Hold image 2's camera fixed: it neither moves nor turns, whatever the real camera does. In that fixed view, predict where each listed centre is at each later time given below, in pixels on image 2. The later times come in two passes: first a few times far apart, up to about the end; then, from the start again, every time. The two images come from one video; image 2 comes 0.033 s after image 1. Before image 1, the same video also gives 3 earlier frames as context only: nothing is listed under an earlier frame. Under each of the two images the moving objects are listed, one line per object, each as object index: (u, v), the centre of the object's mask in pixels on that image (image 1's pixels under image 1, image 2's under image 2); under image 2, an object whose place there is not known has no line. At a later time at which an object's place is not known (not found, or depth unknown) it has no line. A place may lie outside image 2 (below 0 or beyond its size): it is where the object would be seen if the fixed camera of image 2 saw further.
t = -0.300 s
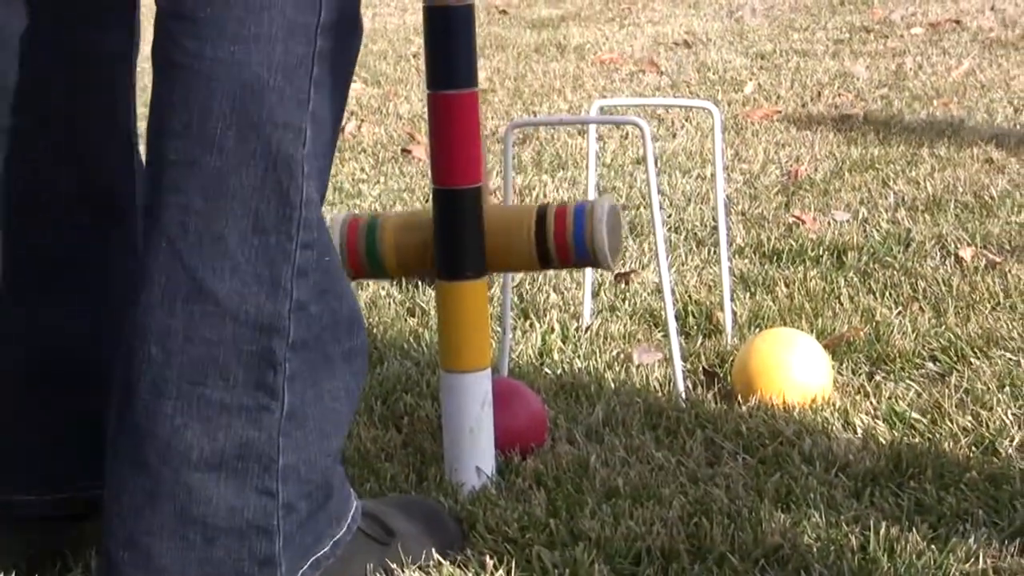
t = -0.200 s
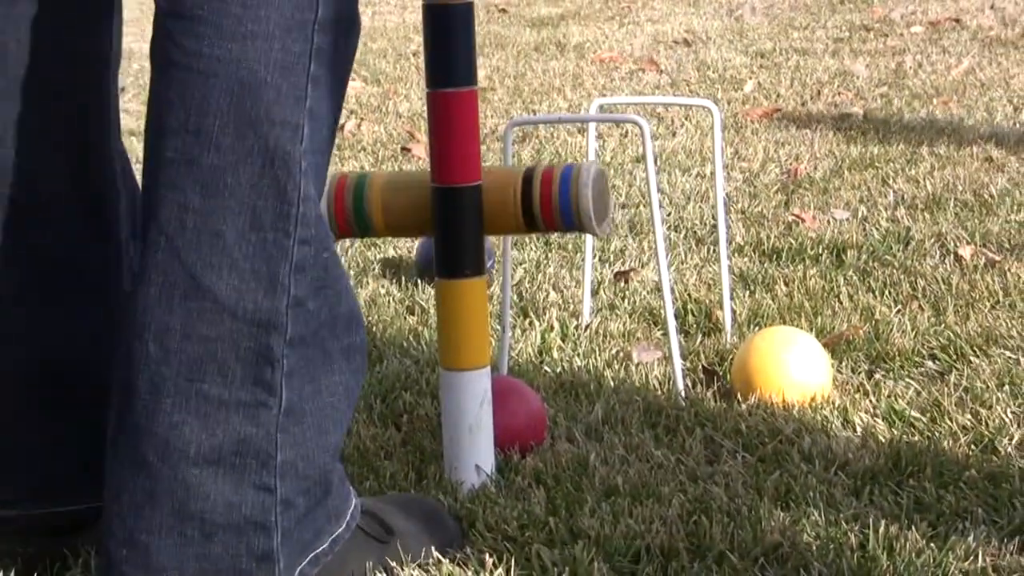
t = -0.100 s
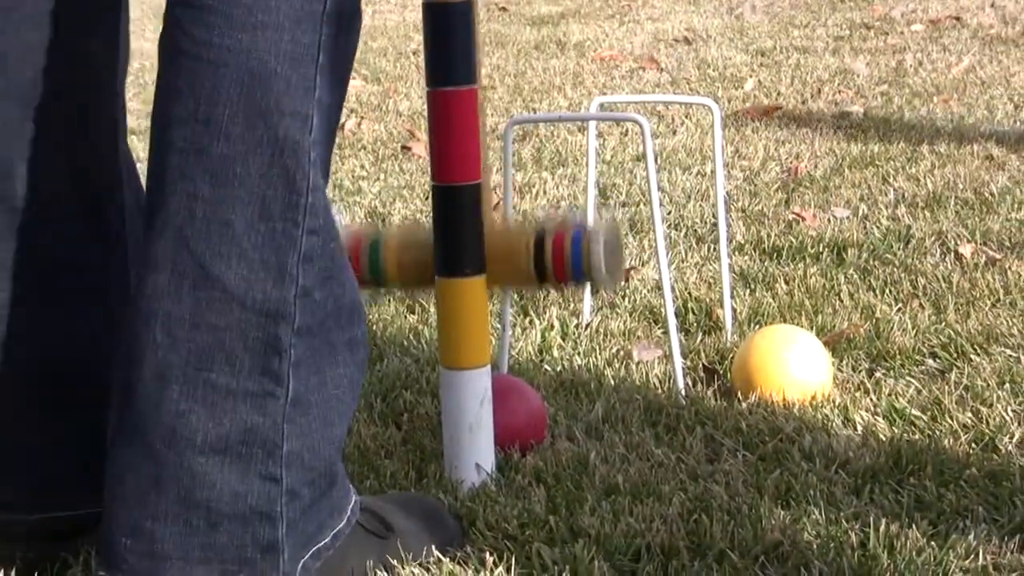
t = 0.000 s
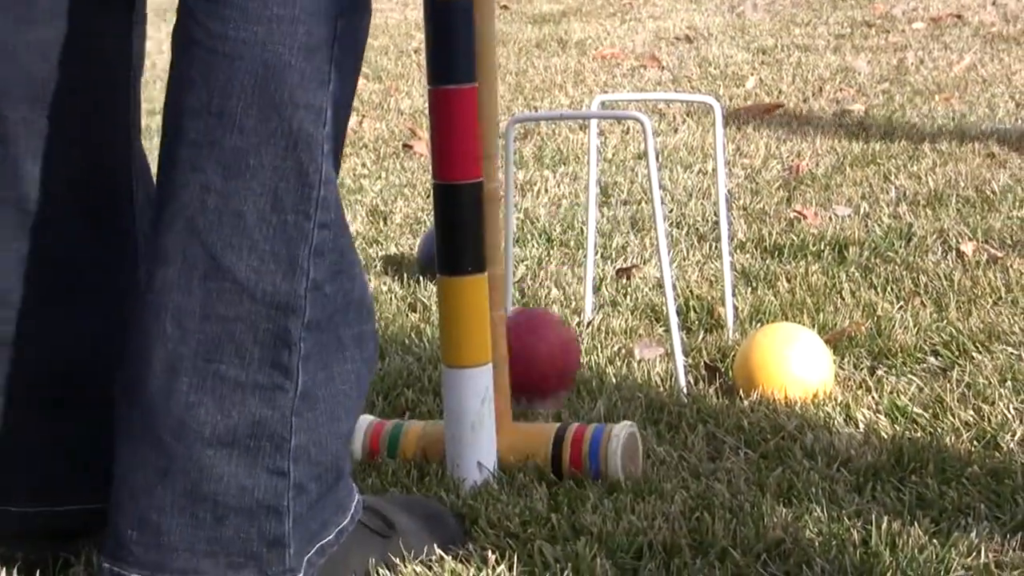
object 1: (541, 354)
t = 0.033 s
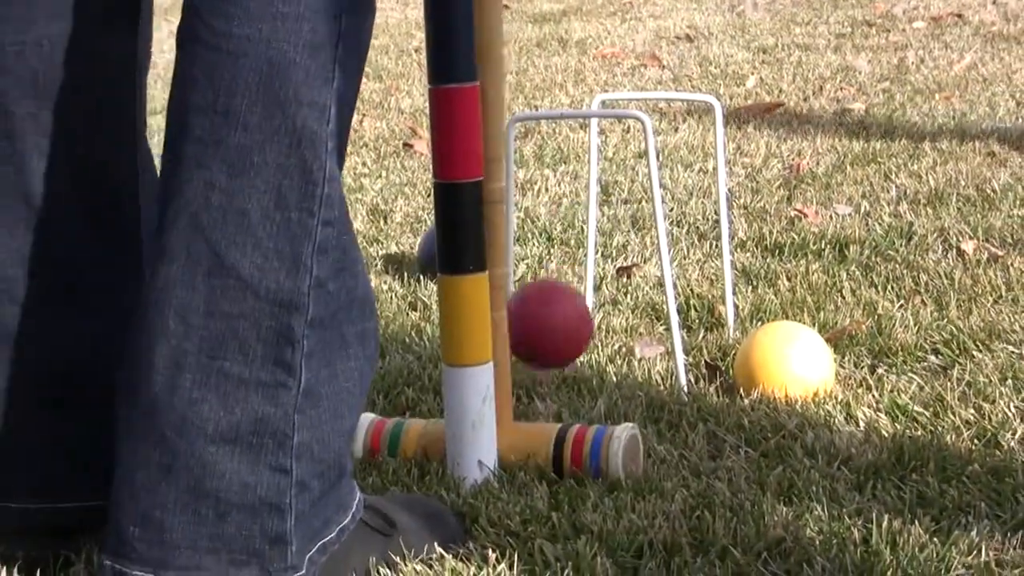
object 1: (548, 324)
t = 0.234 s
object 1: (618, 324)
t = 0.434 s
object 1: (691, 306)
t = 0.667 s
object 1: (724, 294)
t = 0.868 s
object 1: (716, 299)
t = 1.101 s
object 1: (700, 303)
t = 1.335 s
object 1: (692, 305)
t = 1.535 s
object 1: (692, 305)
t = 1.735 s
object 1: (692, 305)
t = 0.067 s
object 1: (558, 310)
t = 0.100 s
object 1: (569, 308)
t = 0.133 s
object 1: (582, 319)
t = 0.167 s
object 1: (595, 336)
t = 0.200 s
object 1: (606, 340)
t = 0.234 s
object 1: (618, 324)
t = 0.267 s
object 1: (629, 315)
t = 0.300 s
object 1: (636, 311)
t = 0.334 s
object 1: (653, 310)
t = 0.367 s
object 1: (667, 311)
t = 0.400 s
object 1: (684, 311)
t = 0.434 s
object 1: (691, 306)
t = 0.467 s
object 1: (701, 301)
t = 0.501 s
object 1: (712, 298)
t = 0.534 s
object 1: (718, 295)
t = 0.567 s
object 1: (723, 292)
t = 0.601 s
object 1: (724, 292)
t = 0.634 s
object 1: (724, 293)
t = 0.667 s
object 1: (724, 294)
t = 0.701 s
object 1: (724, 295)
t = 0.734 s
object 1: (725, 297)
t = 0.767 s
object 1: (723, 297)
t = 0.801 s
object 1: (722, 297)
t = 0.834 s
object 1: (718, 299)
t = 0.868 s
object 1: (716, 299)
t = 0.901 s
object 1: (714, 299)
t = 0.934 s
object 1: (713, 299)
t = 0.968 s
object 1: (702, 299)
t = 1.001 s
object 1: (702, 299)
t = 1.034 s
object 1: (701, 300)
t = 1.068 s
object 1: (700, 302)
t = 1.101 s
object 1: (700, 303)
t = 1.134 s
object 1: (693, 305)
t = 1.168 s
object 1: (700, 303)
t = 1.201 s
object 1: (700, 303)
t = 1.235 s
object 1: (699, 303)
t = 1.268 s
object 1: (693, 305)
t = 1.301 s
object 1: (699, 303)
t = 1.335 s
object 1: (692, 305)
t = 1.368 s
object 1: (693, 305)
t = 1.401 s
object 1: (699, 304)
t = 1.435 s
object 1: (692, 305)
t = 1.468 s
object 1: (692, 305)
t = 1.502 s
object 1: (692, 305)
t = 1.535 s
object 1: (692, 305)
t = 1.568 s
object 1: (692, 305)
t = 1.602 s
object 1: (692, 305)
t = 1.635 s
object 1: (699, 304)
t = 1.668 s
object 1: (699, 304)
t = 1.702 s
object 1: (699, 304)
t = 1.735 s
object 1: (692, 305)
